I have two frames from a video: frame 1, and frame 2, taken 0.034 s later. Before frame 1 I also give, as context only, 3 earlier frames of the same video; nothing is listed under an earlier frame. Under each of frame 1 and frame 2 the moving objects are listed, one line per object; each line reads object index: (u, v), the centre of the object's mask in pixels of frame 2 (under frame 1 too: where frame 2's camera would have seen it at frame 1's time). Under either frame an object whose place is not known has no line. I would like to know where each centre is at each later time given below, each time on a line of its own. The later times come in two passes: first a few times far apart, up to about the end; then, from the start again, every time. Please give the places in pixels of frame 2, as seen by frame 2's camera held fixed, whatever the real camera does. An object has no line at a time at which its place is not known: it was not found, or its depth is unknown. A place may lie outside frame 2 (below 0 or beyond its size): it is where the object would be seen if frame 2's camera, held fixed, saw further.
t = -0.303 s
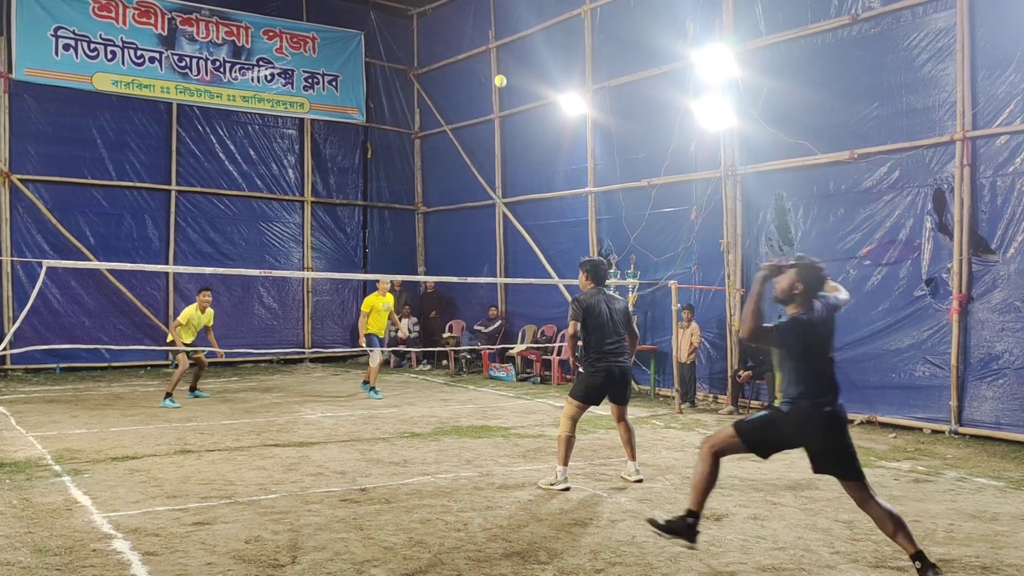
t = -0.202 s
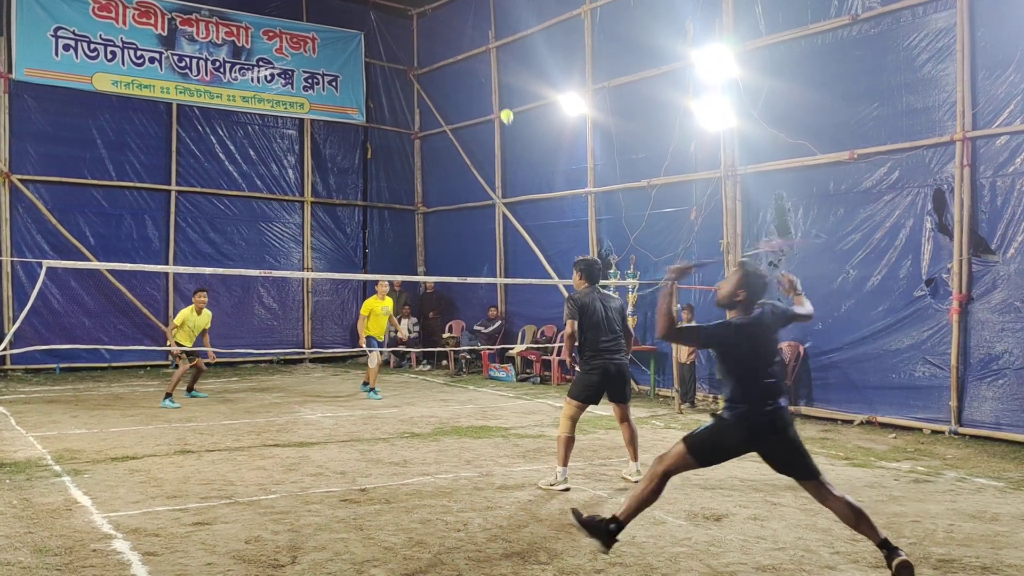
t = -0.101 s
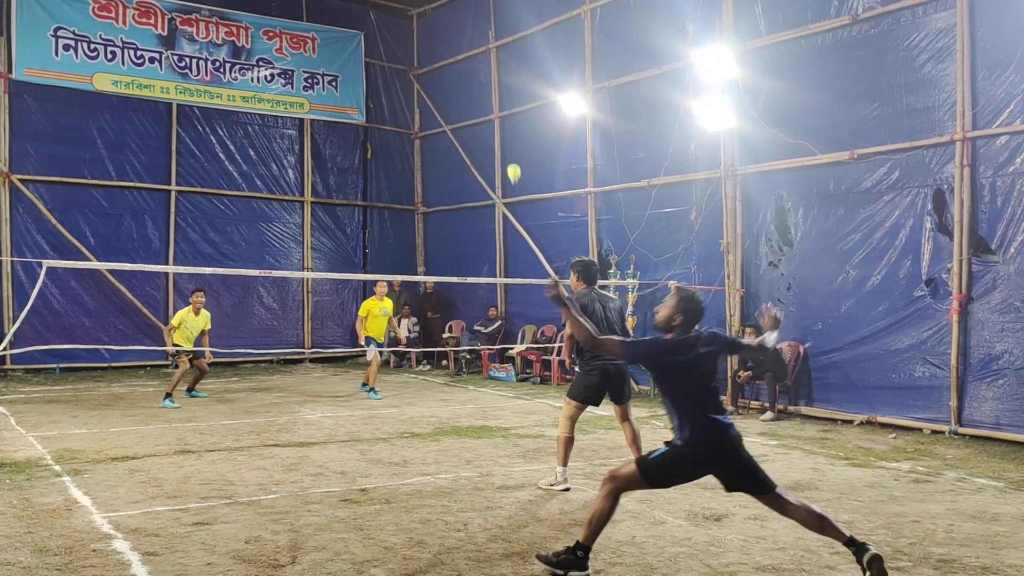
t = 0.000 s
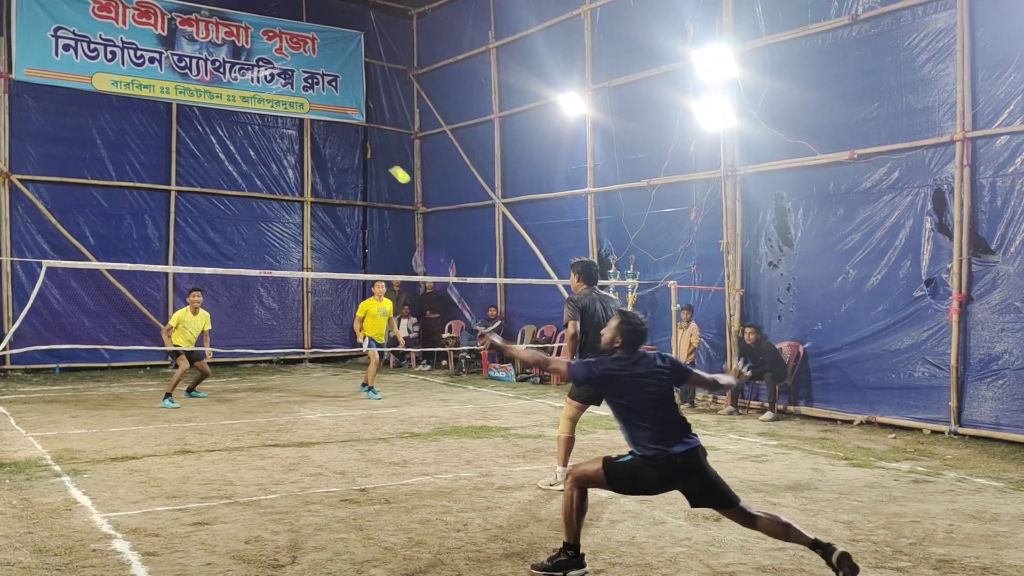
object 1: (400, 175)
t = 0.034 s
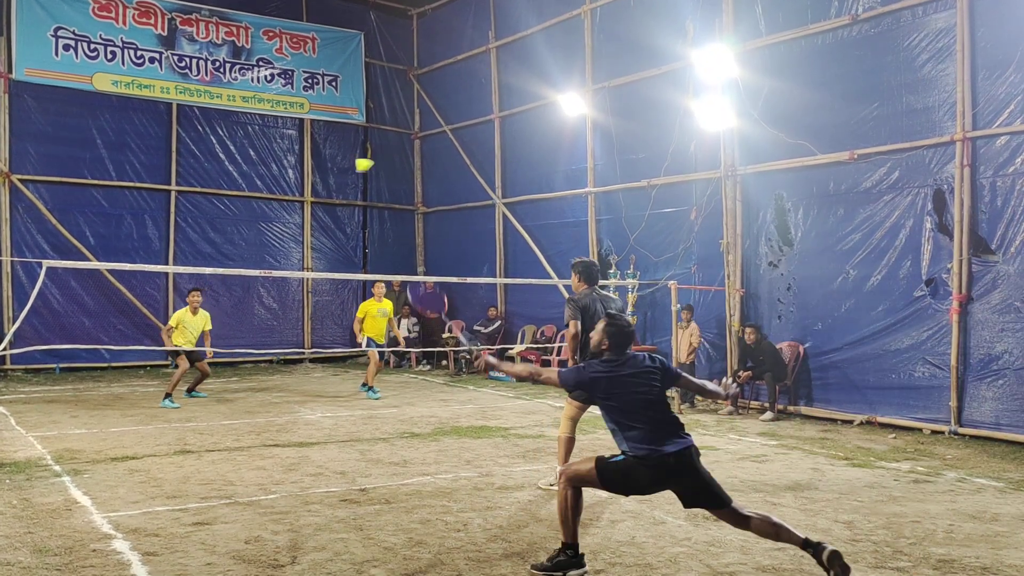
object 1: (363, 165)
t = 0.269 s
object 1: (232, 195)
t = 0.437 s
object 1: (186, 236)
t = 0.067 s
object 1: (337, 170)
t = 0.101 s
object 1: (312, 175)
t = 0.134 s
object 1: (291, 175)
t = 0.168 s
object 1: (273, 177)
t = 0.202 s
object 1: (257, 183)
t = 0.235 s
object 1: (244, 189)
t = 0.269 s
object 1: (232, 195)
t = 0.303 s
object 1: (220, 202)
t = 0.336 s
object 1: (210, 210)
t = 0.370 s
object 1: (201, 218)
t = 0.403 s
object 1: (193, 227)
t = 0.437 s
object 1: (186, 236)
